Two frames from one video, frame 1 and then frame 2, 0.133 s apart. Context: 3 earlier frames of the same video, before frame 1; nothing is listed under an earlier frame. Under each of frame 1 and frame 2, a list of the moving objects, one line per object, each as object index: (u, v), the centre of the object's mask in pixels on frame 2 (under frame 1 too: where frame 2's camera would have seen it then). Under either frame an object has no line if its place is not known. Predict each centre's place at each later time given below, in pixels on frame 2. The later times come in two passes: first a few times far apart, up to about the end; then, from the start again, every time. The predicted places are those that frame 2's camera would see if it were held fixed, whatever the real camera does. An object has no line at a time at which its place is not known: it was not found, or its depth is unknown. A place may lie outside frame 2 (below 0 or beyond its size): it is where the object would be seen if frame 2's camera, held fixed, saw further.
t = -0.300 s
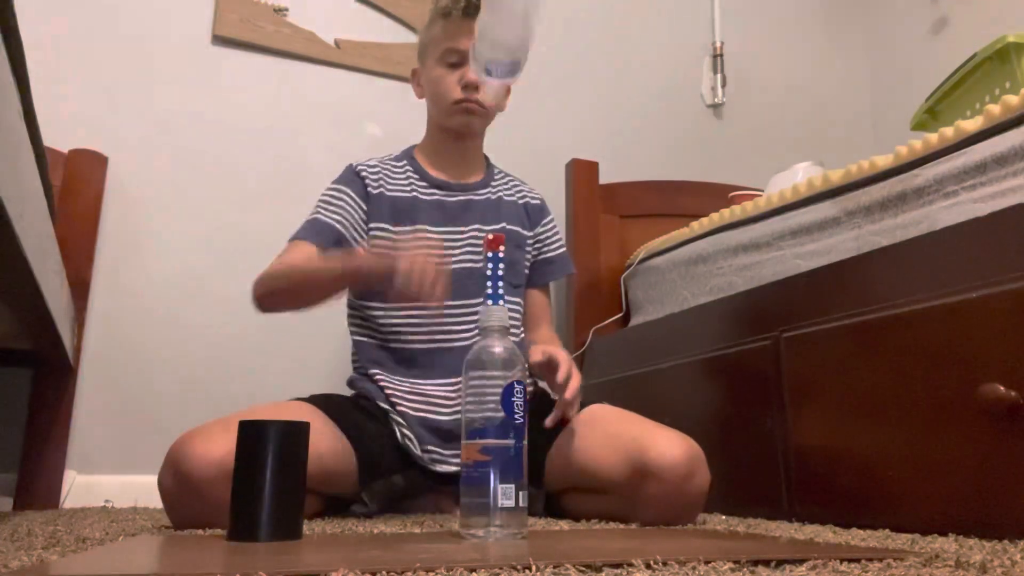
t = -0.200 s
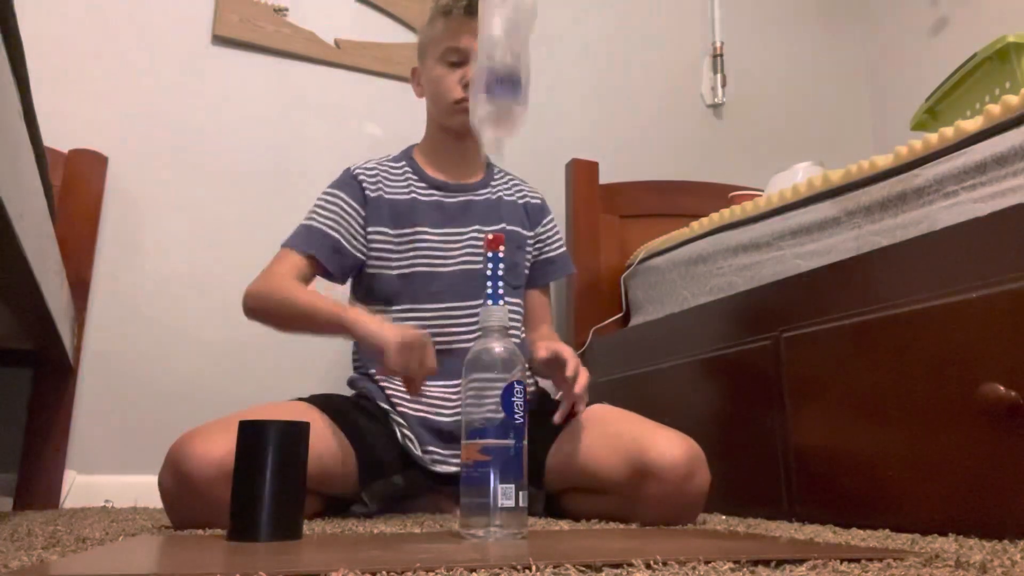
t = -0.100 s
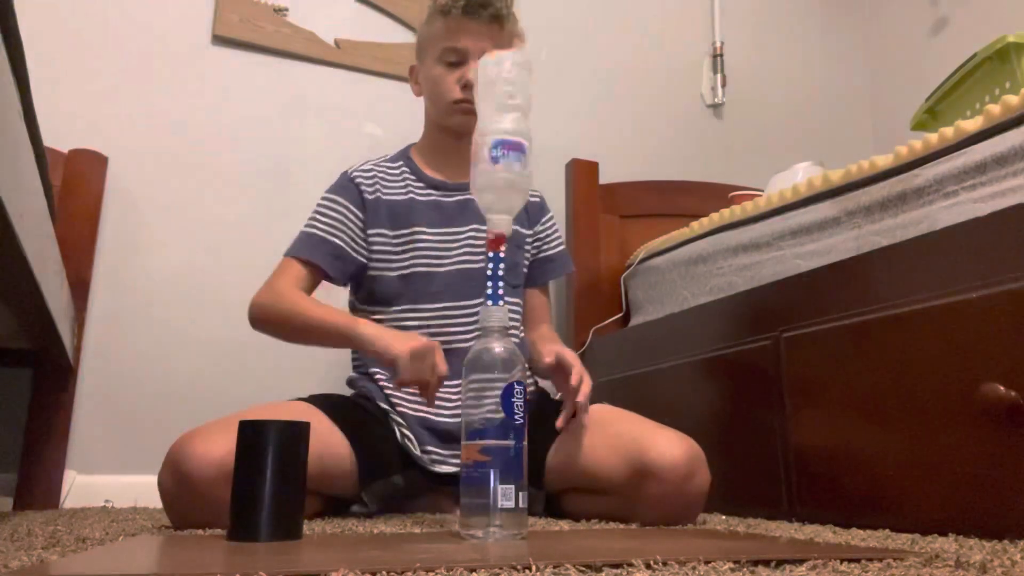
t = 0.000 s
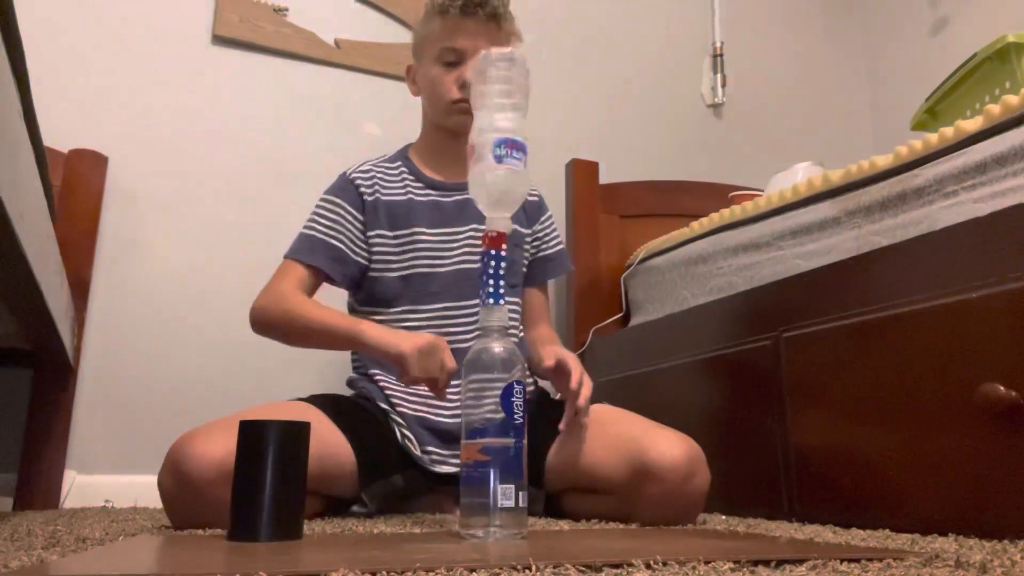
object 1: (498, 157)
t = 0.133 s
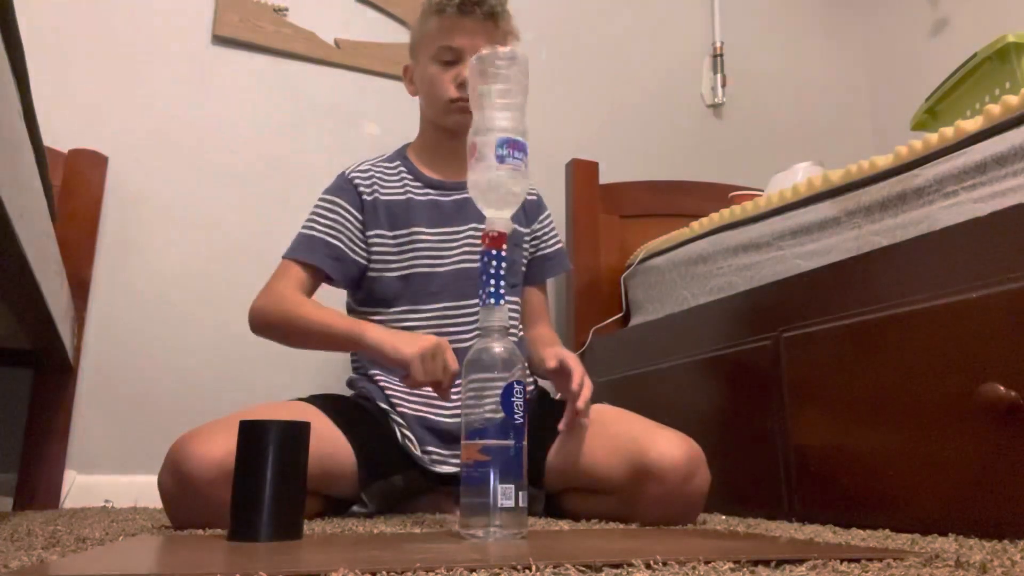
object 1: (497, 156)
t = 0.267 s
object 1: (496, 154)
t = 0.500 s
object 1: (510, 140)
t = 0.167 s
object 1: (497, 157)
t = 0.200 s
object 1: (496, 156)
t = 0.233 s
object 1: (496, 155)
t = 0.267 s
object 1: (496, 154)
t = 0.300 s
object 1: (497, 153)
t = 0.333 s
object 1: (498, 151)
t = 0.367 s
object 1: (500, 150)
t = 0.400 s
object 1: (502, 148)
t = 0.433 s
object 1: (504, 147)
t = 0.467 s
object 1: (506, 143)
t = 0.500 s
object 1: (510, 140)
